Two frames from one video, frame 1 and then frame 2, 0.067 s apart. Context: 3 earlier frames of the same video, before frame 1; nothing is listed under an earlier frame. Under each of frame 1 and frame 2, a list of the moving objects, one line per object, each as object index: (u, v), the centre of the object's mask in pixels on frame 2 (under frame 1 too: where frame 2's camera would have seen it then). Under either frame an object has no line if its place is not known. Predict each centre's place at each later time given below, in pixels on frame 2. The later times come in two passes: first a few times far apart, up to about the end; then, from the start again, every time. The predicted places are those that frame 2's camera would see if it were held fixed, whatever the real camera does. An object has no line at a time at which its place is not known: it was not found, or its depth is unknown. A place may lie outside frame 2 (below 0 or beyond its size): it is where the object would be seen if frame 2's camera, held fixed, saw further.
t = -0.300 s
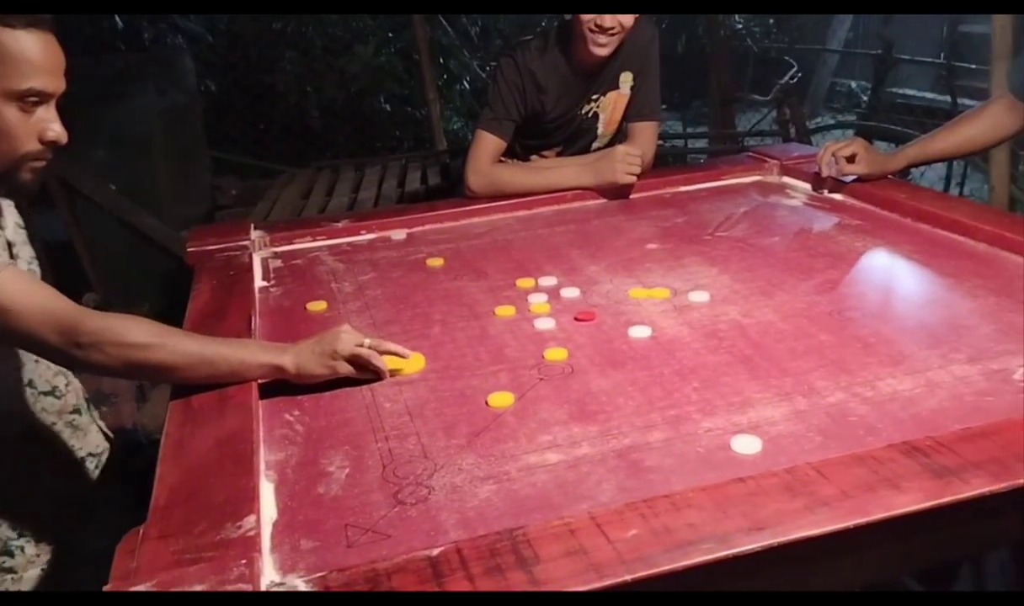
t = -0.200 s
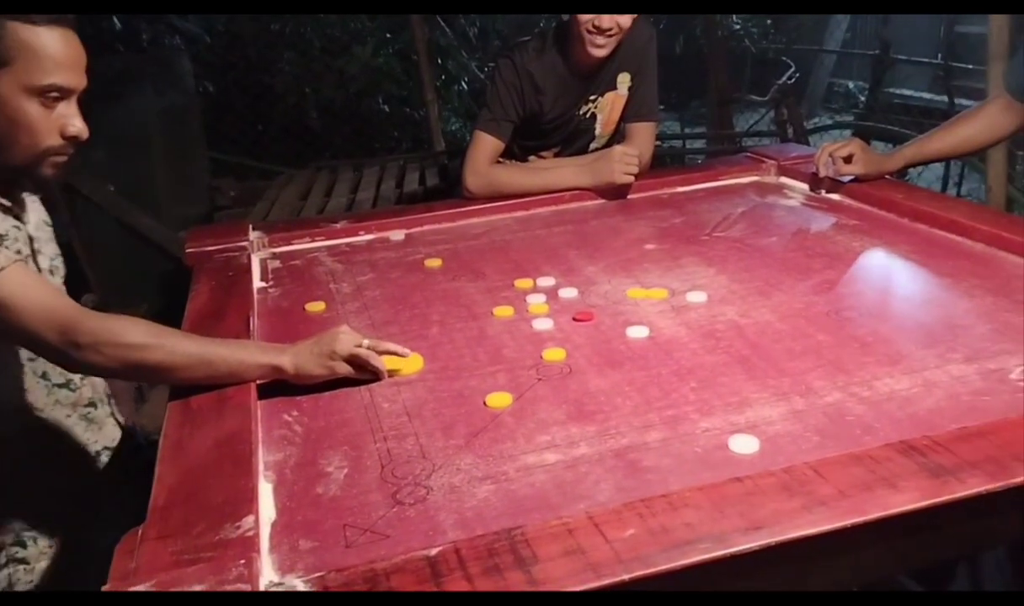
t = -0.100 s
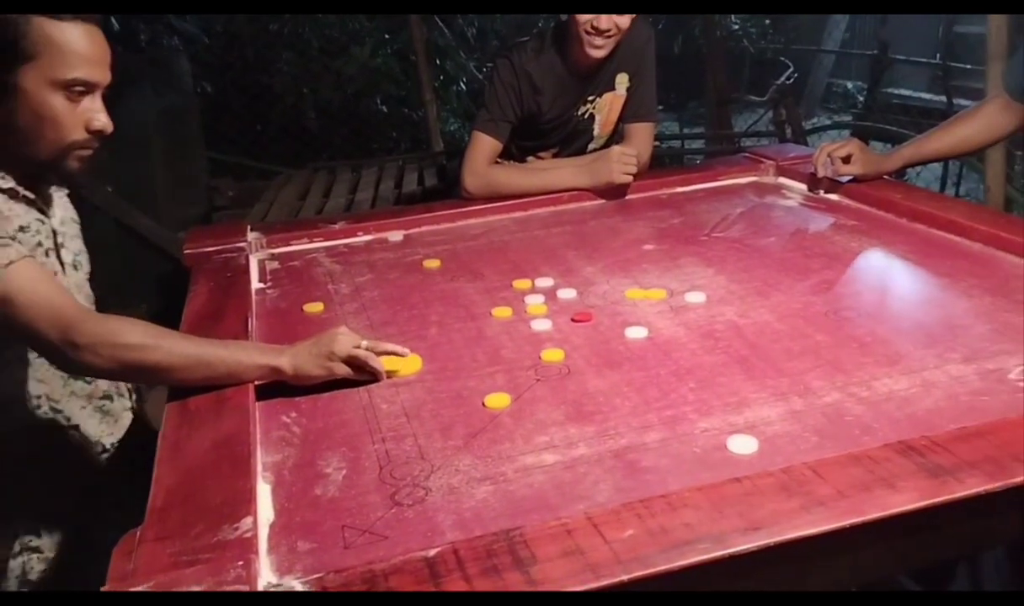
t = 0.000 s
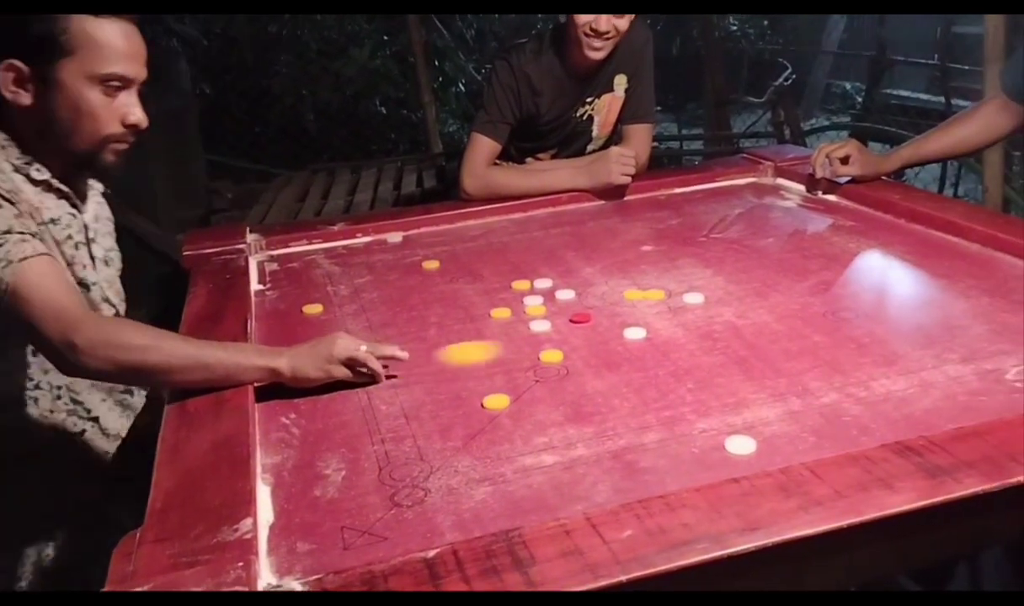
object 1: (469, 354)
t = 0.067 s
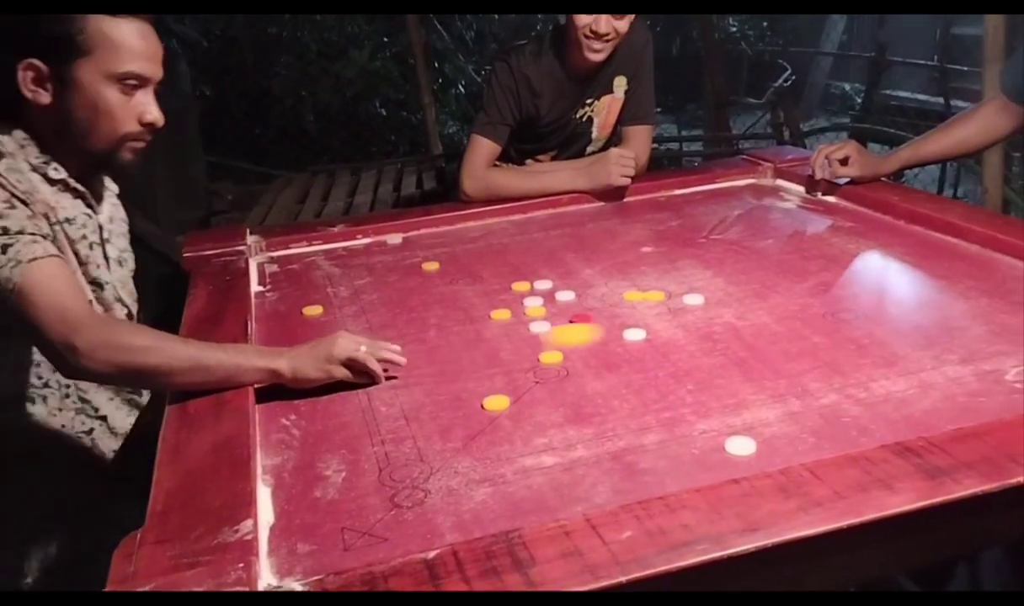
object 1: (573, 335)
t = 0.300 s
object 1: (797, 291)
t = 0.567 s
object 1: (943, 266)
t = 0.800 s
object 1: (956, 261)
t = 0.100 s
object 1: (617, 326)
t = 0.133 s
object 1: (654, 317)
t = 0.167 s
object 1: (689, 309)
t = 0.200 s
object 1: (719, 304)
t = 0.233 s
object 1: (747, 299)
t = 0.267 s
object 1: (772, 295)
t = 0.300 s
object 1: (797, 291)
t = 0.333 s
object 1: (820, 287)
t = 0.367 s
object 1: (840, 284)
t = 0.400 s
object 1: (861, 281)
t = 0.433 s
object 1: (880, 280)
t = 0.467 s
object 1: (898, 276)
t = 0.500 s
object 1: (915, 273)
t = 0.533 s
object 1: (928, 269)
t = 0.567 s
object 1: (943, 266)
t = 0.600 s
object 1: (955, 264)
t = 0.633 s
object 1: (967, 262)
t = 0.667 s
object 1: (977, 260)
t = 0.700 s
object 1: (971, 260)
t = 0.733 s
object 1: (965, 260)
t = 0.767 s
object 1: (960, 261)
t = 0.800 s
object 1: (956, 261)
